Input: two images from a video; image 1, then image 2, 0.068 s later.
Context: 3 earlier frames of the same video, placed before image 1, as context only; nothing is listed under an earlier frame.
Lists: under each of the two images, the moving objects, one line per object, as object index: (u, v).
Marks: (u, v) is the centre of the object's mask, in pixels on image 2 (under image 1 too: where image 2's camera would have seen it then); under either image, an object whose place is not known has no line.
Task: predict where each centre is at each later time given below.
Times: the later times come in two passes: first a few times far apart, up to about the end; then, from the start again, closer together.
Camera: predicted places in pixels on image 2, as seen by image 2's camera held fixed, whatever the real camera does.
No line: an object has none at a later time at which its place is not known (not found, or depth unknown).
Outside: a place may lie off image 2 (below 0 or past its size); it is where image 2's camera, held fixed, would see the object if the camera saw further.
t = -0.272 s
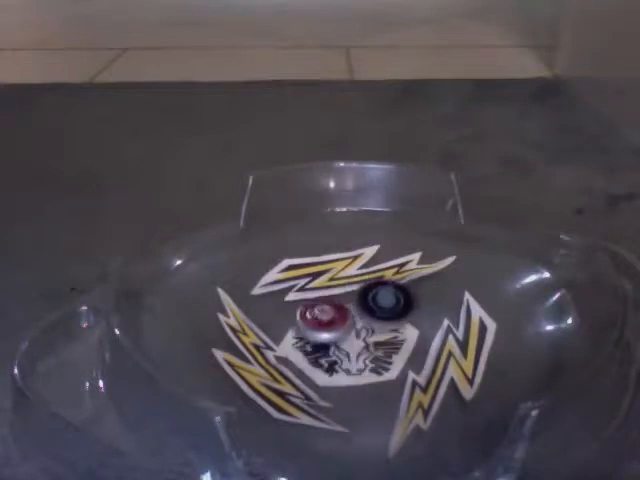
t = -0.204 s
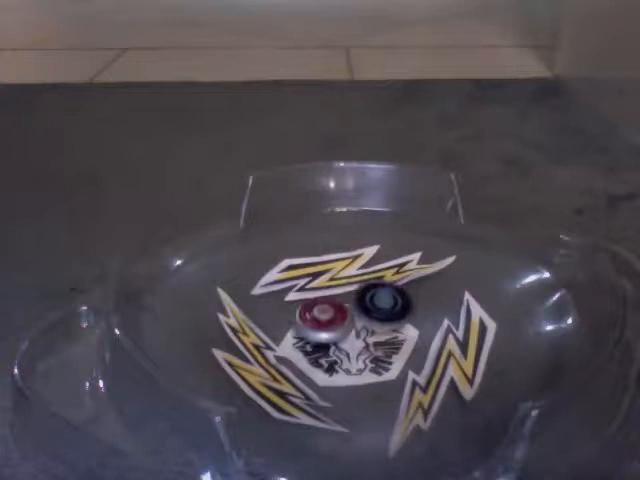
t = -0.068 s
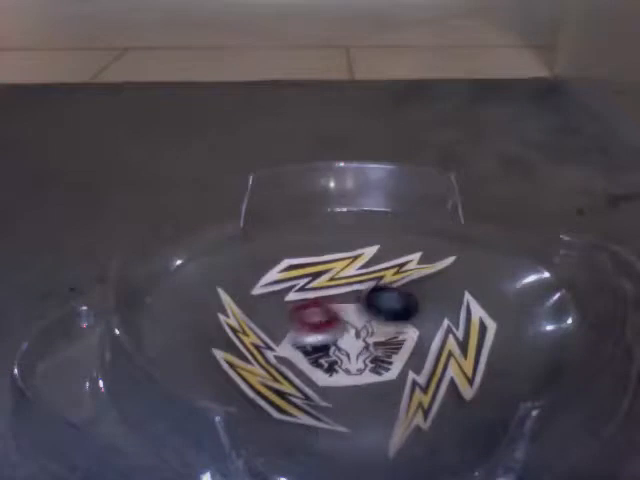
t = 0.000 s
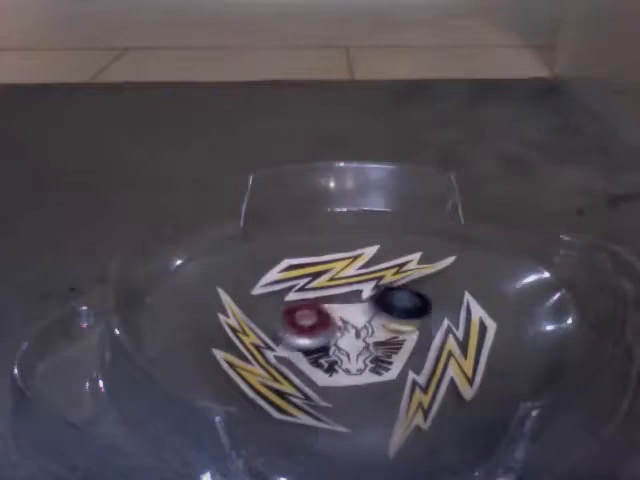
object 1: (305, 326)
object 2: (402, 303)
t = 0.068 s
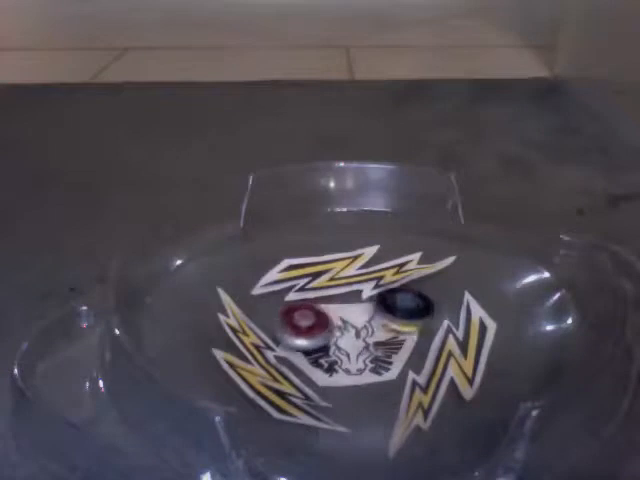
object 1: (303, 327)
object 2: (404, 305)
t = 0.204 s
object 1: (302, 328)
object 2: (409, 308)
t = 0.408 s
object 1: (311, 335)
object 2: (417, 314)
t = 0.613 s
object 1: (326, 338)
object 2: (422, 320)
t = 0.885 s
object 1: (349, 341)
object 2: (421, 327)
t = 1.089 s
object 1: (350, 338)
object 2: (424, 326)
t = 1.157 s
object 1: (347, 337)
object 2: (430, 327)
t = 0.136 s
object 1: (303, 328)
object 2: (407, 305)
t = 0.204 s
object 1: (302, 328)
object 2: (409, 308)
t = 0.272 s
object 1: (303, 329)
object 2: (412, 309)
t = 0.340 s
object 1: (307, 333)
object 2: (414, 312)
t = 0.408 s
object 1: (311, 335)
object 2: (417, 314)
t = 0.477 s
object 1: (316, 337)
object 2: (419, 316)
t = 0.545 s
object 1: (320, 338)
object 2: (421, 318)
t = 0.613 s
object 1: (326, 338)
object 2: (422, 320)
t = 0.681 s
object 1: (333, 339)
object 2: (423, 321)
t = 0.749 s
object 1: (339, 341)
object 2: (423, 324)
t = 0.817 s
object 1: (345, 341)
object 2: (421, 325)
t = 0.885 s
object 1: (349, 341)
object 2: (421, 327)
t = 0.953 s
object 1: (348, 339)
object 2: (426, 325)
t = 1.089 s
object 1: (350, 338)
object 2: (424, 326)
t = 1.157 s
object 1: (347, 337)
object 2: (430, 327)
